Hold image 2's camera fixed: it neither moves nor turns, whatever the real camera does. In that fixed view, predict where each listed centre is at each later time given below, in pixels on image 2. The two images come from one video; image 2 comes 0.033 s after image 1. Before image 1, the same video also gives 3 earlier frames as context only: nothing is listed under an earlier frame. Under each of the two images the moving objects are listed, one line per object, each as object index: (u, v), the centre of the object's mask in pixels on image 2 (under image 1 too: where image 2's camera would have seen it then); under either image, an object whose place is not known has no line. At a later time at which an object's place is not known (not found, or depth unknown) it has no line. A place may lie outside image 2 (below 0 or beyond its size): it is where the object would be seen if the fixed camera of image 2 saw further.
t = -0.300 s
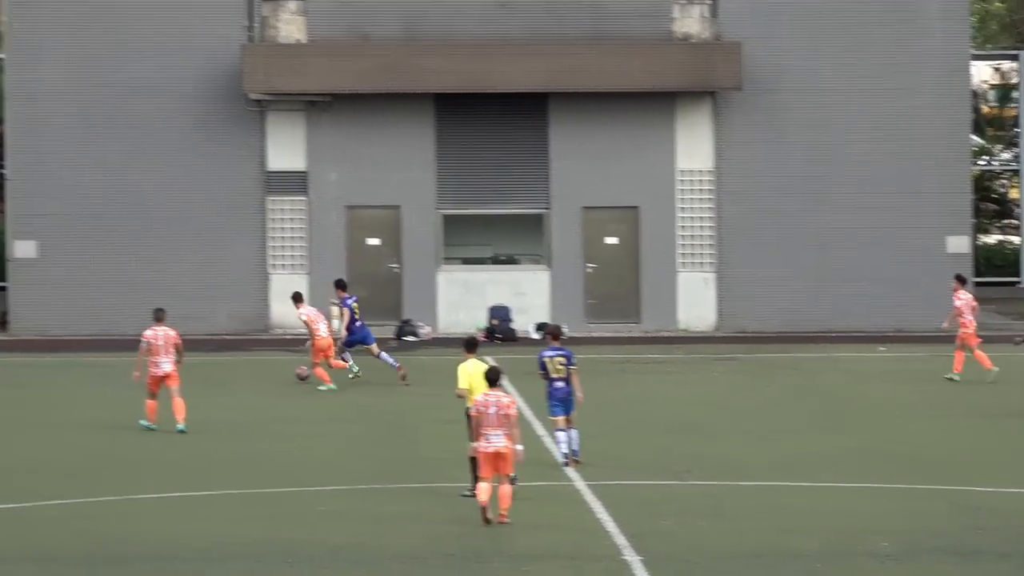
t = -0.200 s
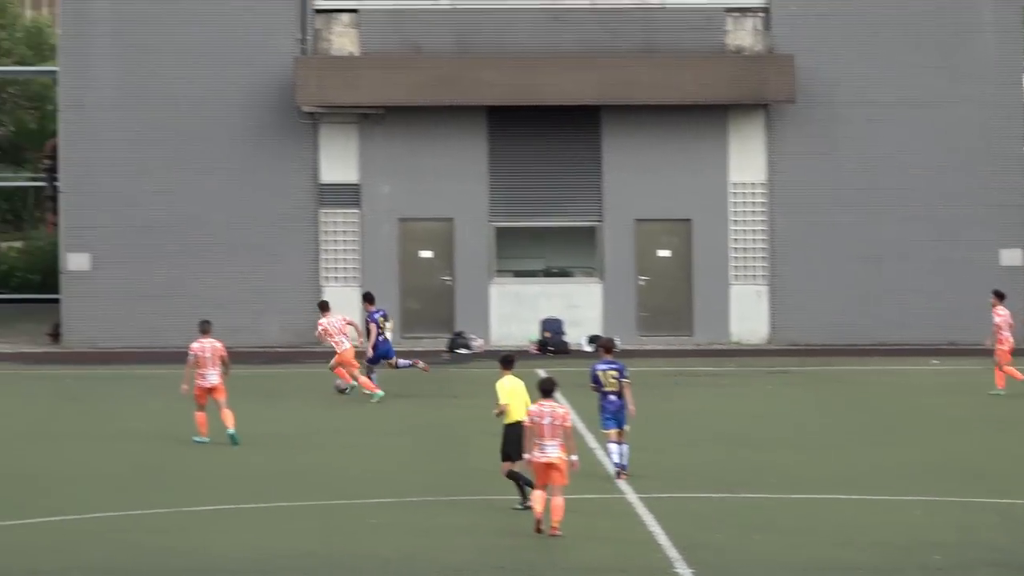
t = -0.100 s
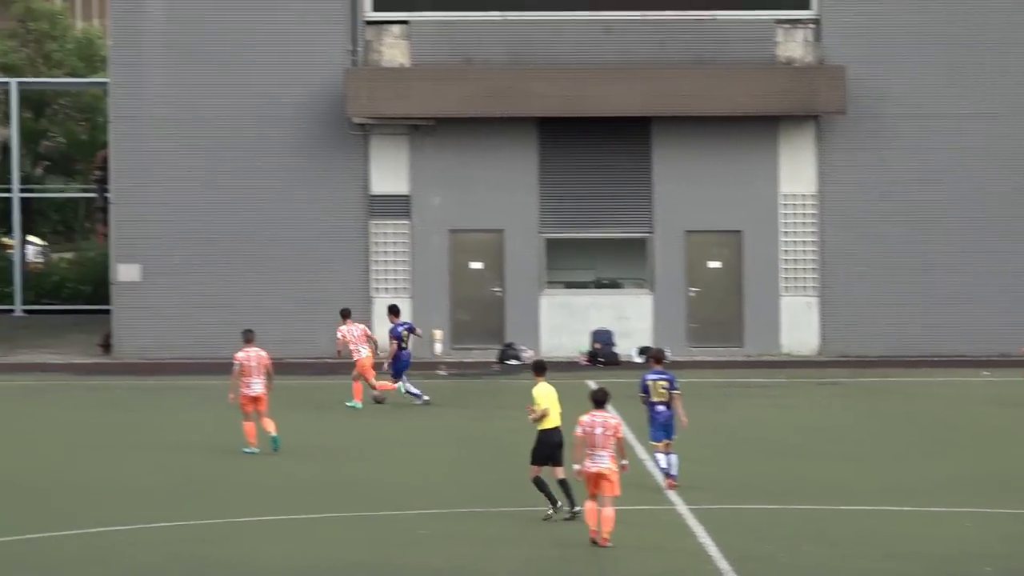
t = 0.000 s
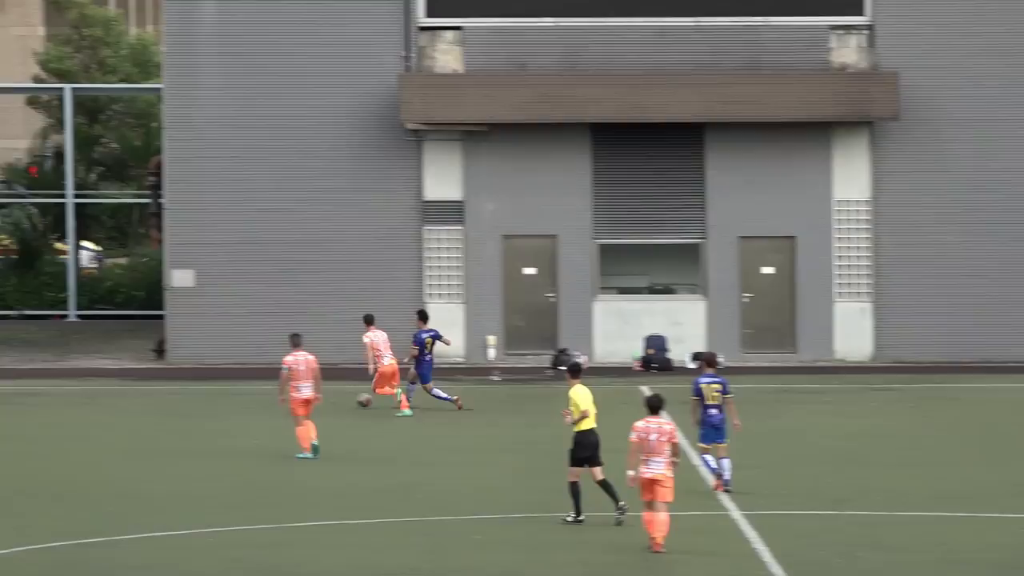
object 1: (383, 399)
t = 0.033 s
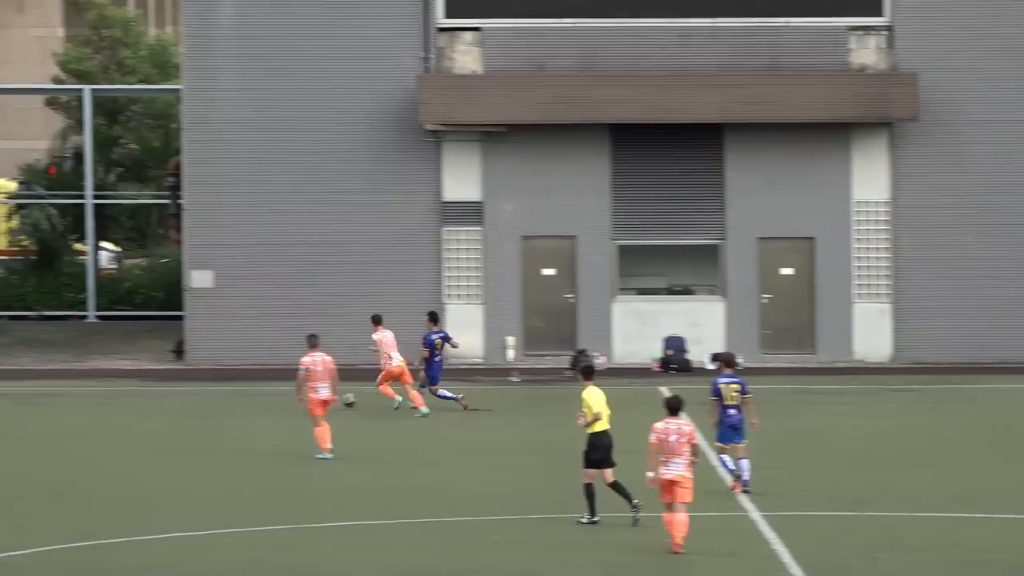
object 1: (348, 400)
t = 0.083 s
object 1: (297, 402)
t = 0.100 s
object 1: (280, 402)
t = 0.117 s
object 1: (263, 404)
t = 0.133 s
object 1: (245, 404)
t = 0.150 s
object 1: (229, 404)
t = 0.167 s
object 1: (213, 404)
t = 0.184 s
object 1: (198, 403)
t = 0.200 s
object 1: (181, 403)
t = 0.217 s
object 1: (165, 403)
